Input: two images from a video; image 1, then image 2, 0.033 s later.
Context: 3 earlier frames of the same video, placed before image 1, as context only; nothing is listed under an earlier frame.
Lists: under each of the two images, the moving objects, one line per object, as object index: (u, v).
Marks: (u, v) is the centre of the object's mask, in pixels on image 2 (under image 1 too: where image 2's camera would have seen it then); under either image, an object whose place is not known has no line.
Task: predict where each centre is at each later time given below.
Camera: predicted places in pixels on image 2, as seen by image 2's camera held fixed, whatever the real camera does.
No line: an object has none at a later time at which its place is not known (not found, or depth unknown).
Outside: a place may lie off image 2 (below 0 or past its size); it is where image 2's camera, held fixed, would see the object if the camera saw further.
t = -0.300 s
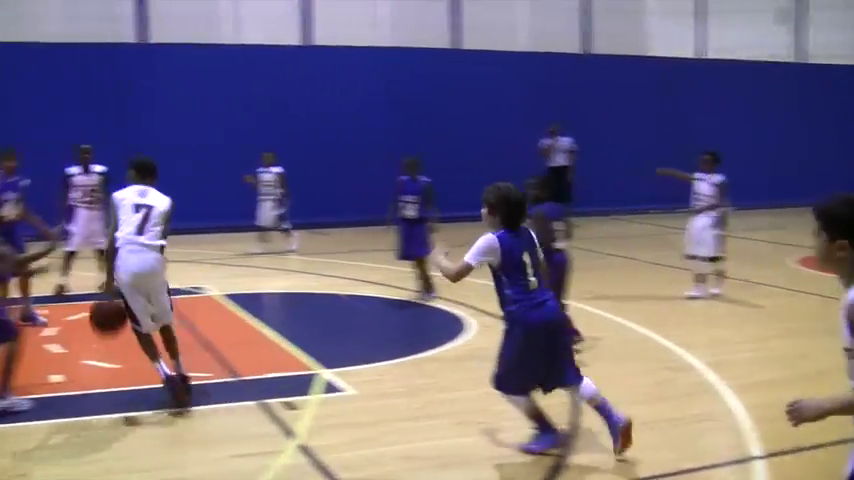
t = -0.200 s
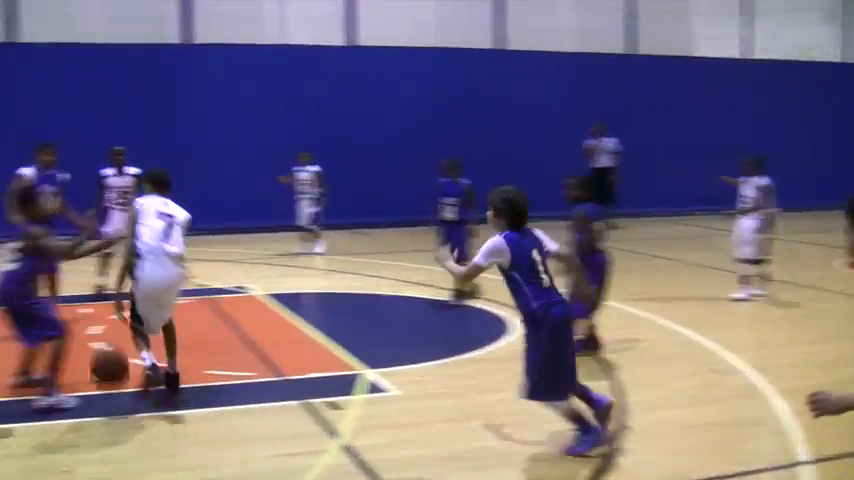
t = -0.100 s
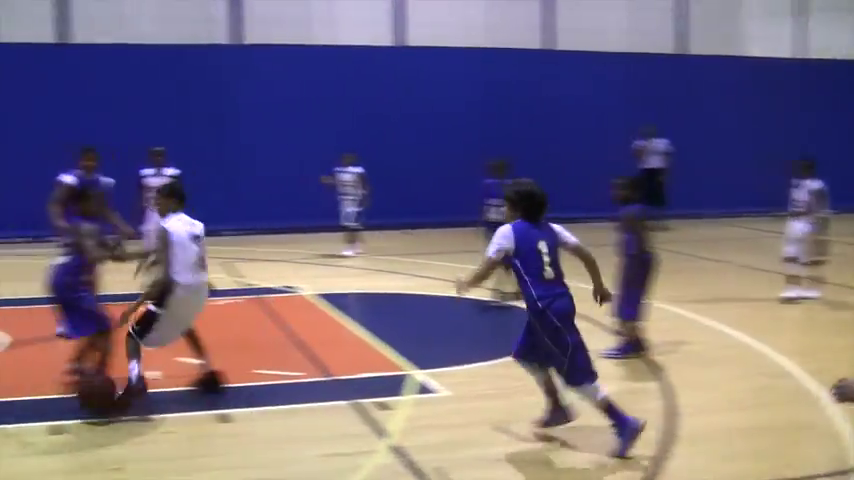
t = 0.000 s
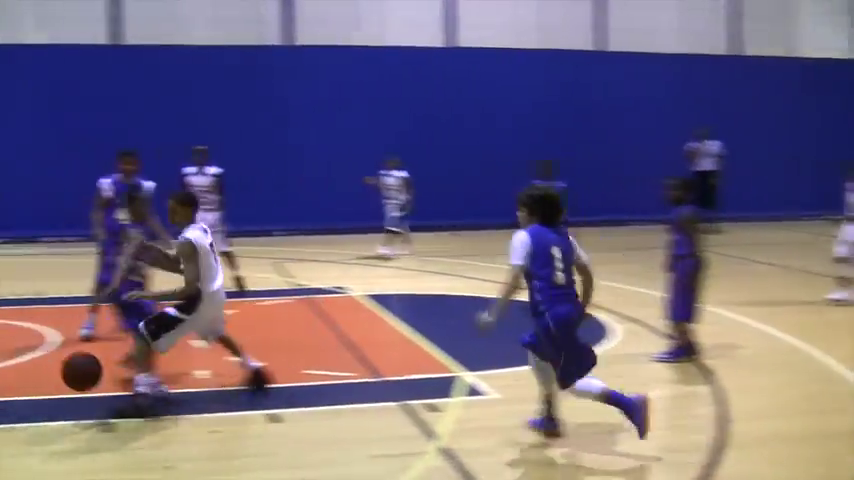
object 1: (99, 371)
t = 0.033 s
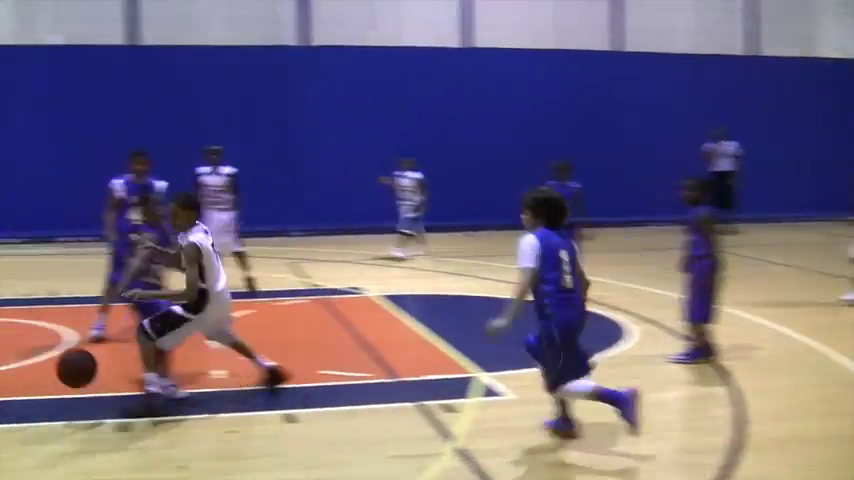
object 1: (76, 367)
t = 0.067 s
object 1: (53, 366)
